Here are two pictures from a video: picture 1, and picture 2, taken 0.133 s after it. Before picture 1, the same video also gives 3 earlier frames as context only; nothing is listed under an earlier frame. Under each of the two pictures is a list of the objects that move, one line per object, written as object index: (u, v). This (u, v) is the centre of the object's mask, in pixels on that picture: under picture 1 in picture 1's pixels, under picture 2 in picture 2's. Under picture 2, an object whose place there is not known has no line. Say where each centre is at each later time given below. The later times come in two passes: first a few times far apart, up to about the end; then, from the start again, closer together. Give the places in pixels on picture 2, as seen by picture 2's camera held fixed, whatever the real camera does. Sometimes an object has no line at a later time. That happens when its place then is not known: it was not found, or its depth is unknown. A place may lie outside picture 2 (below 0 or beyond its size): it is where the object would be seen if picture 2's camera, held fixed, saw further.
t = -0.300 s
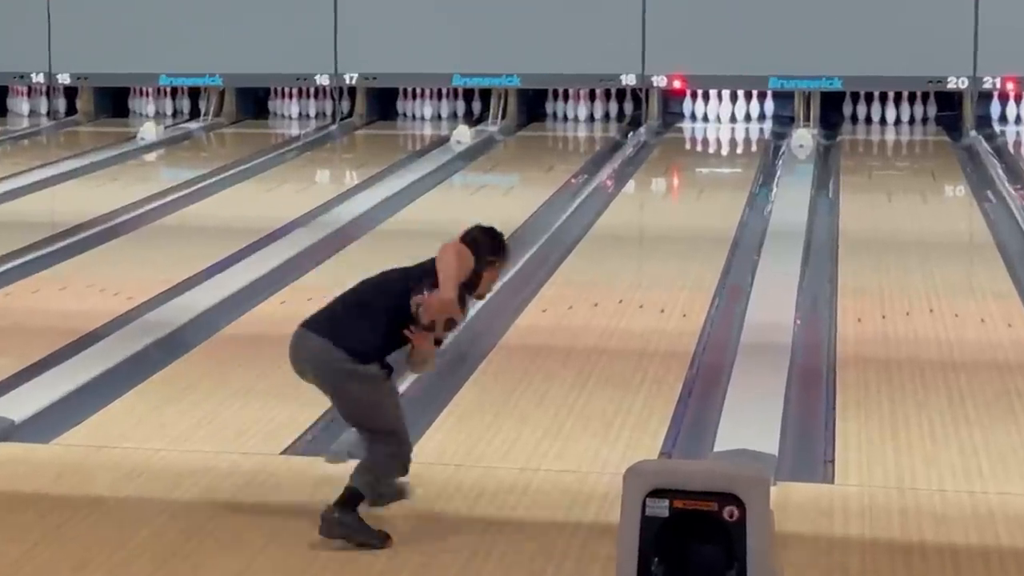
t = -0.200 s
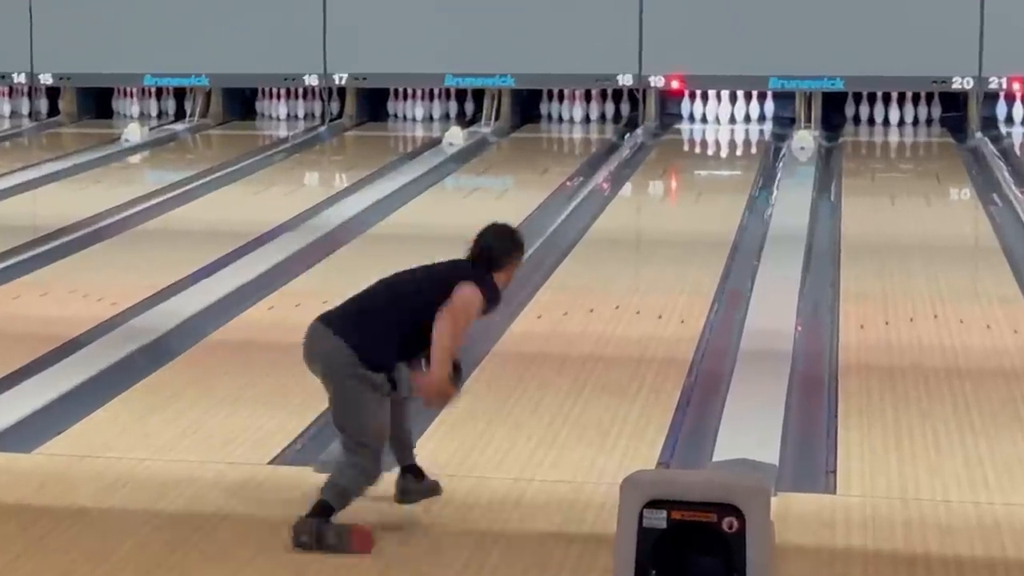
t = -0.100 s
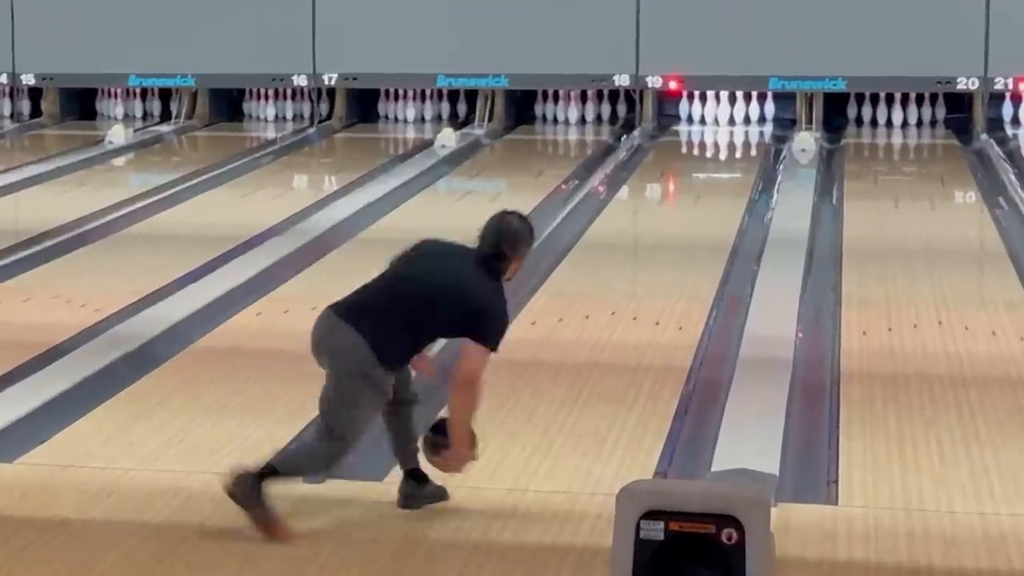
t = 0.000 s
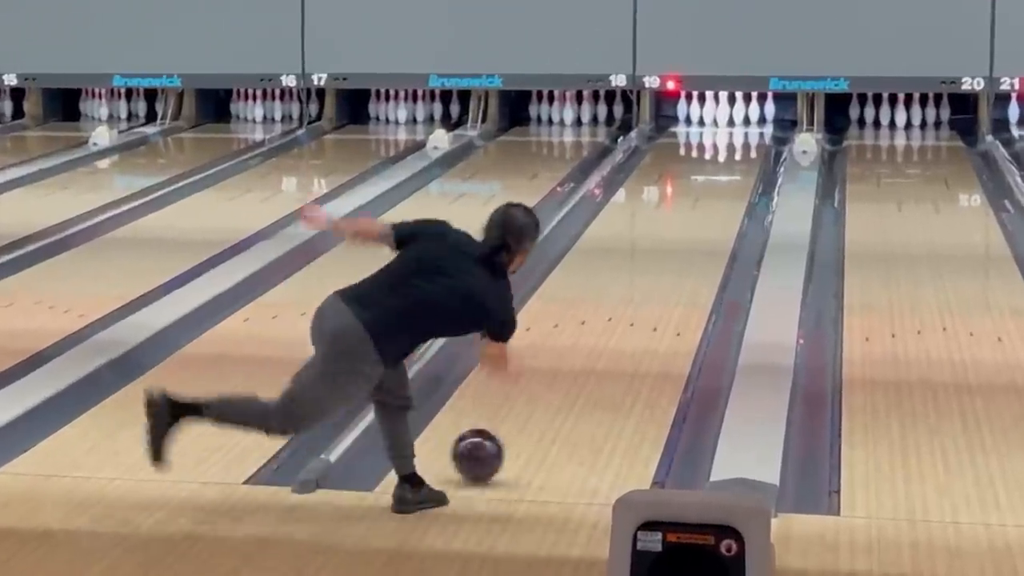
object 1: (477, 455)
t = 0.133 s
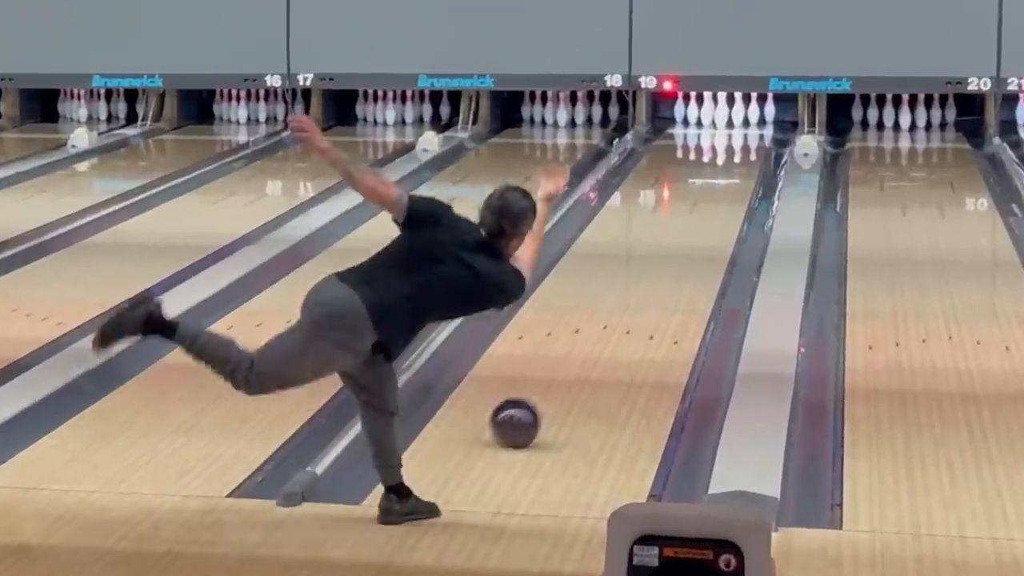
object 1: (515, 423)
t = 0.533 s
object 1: (612, 318)
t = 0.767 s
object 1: (649, 275)
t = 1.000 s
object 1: (677, 240)
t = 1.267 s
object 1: (702, 206)
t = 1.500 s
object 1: (717, 183)
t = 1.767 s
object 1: (729, 160)
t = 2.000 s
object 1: (733, 143)
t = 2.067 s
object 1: (732, 138)
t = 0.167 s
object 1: (525, 413)
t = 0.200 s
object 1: (534, 403)
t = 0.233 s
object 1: (543, 393)
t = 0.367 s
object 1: (577, 357)
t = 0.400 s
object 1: (584, 348)
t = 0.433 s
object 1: (592, 340)
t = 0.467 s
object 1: (597, 337)
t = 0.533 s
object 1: (612, 318)
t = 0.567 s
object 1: (617, 312)
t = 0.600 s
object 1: (623, 305)
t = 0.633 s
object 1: (629, 298)
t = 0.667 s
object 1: (634, 292)
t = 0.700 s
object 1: (639, 286)
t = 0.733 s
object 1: (644, 280)
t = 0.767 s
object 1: (649, 275)
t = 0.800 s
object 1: (654, 269)
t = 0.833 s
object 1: (658, 264)
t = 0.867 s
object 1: (662, 259)
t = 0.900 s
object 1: (666, 254)
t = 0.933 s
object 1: (670, 249)
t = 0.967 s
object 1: (674, 244)
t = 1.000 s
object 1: (677, 240)
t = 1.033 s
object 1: (681, 235)
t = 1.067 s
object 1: (684, 231)
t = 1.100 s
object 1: (687, 226)
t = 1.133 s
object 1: (691, 222)
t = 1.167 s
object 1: (694, 218)
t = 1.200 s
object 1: (696, 214)
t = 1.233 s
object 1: (699, 210)
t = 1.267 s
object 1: (702, 206)
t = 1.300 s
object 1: (704, 203)
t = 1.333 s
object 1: (707, 199)
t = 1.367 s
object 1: (709, 196)
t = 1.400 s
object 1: (711, 192)
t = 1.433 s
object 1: (713, 189)
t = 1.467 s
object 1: (715, 186)
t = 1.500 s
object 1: (717, 183)
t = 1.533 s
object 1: (719, 180)
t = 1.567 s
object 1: (721, 176)
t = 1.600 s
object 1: (722, 174)
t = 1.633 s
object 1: (724, 170)
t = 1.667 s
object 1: (726, 167)
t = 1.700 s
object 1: (727, 164)
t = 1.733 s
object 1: (728, 162)
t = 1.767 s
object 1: (729, 160)
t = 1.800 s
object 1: (730, 157)
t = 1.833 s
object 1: (731, 154)
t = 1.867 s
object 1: (732, 152)
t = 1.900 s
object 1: (732, 149)
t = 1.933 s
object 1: (733, 147)
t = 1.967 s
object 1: (733, 145)
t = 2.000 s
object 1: (733, 143)
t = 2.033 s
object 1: (733, 140)
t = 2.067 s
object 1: (732, 138)
